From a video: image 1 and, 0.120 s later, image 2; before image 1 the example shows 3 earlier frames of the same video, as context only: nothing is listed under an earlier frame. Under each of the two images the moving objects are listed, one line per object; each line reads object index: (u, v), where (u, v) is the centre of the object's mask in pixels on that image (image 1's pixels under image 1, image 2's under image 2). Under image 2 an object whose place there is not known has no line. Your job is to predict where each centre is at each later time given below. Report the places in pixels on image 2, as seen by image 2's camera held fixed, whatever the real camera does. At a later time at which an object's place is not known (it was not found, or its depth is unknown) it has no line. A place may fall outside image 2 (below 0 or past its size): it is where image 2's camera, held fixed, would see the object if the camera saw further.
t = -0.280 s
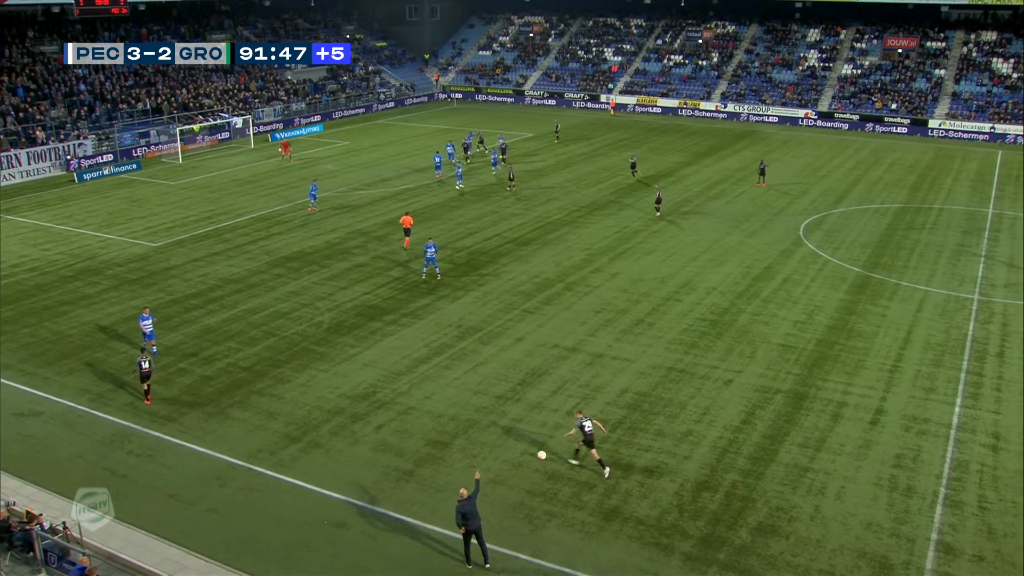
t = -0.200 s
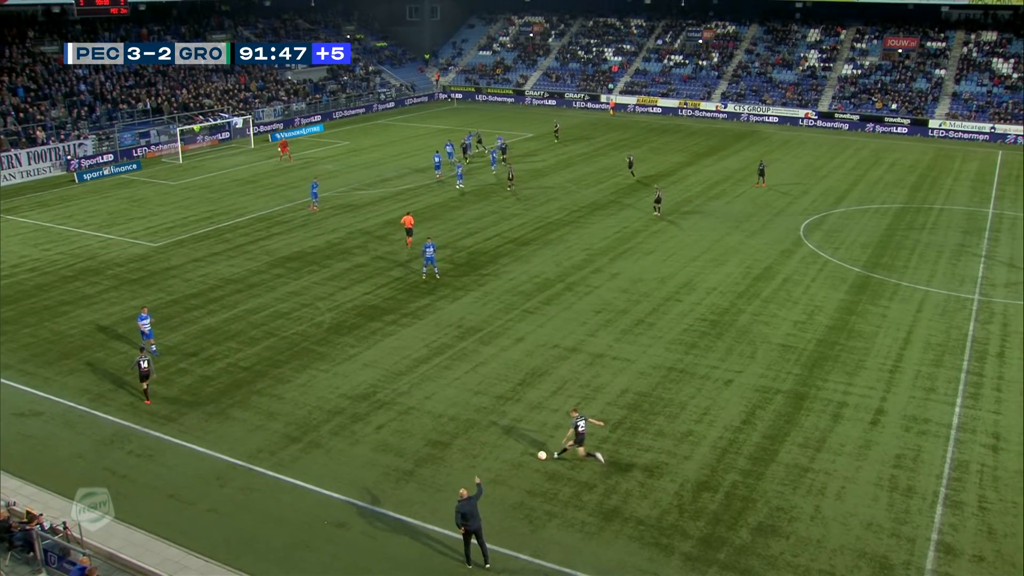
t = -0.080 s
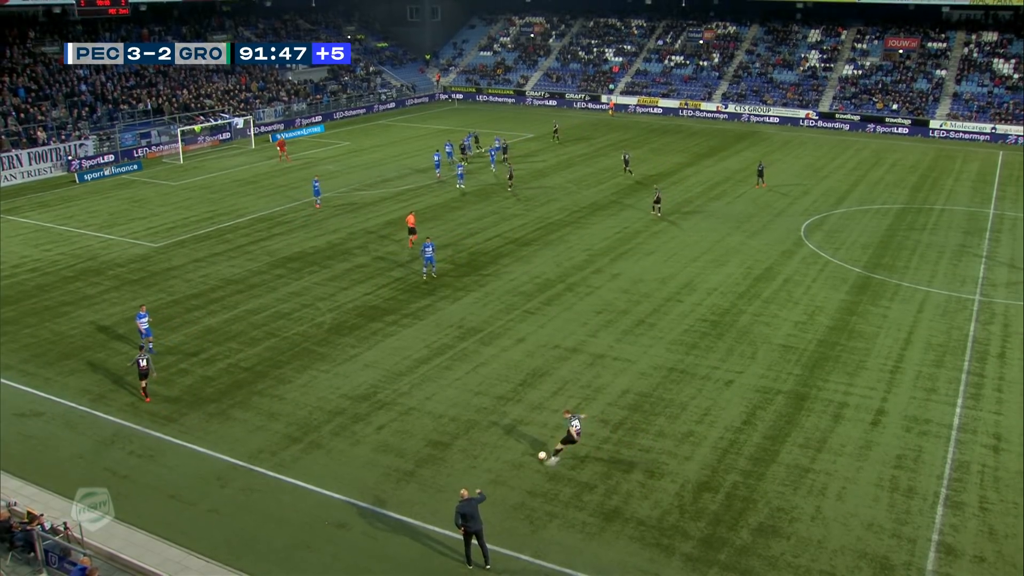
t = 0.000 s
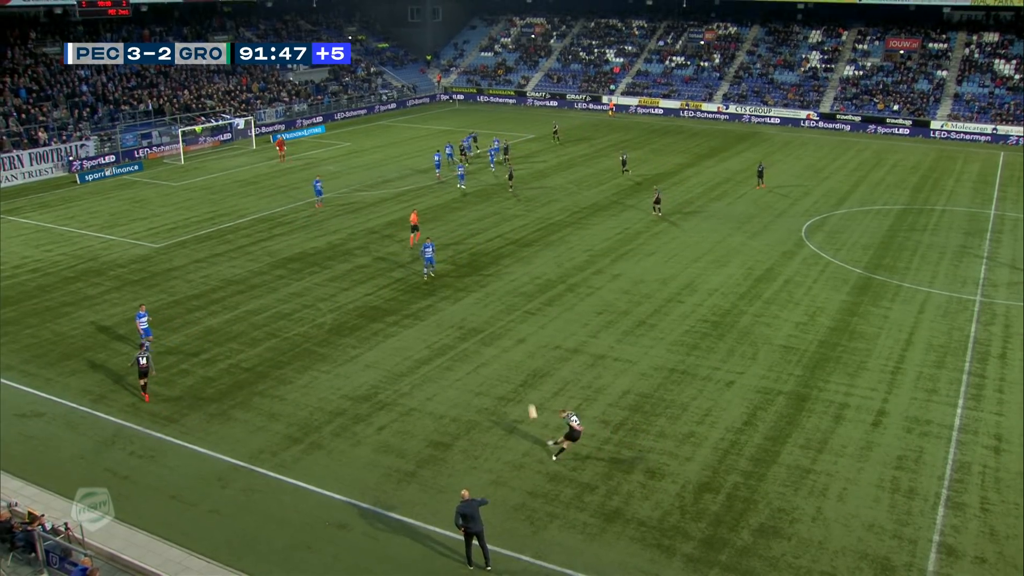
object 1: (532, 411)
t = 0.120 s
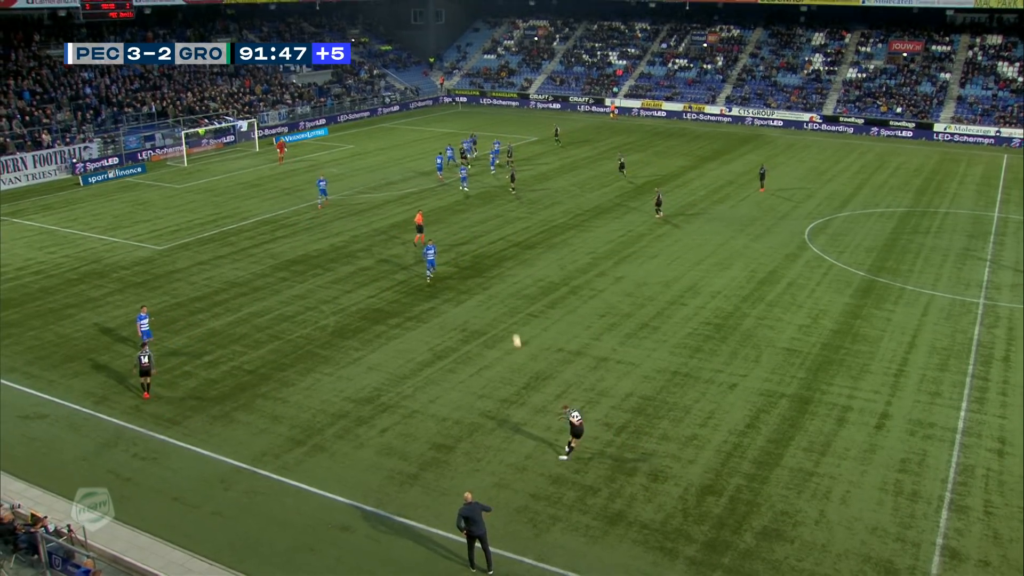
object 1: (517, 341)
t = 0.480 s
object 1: (481, 194)
